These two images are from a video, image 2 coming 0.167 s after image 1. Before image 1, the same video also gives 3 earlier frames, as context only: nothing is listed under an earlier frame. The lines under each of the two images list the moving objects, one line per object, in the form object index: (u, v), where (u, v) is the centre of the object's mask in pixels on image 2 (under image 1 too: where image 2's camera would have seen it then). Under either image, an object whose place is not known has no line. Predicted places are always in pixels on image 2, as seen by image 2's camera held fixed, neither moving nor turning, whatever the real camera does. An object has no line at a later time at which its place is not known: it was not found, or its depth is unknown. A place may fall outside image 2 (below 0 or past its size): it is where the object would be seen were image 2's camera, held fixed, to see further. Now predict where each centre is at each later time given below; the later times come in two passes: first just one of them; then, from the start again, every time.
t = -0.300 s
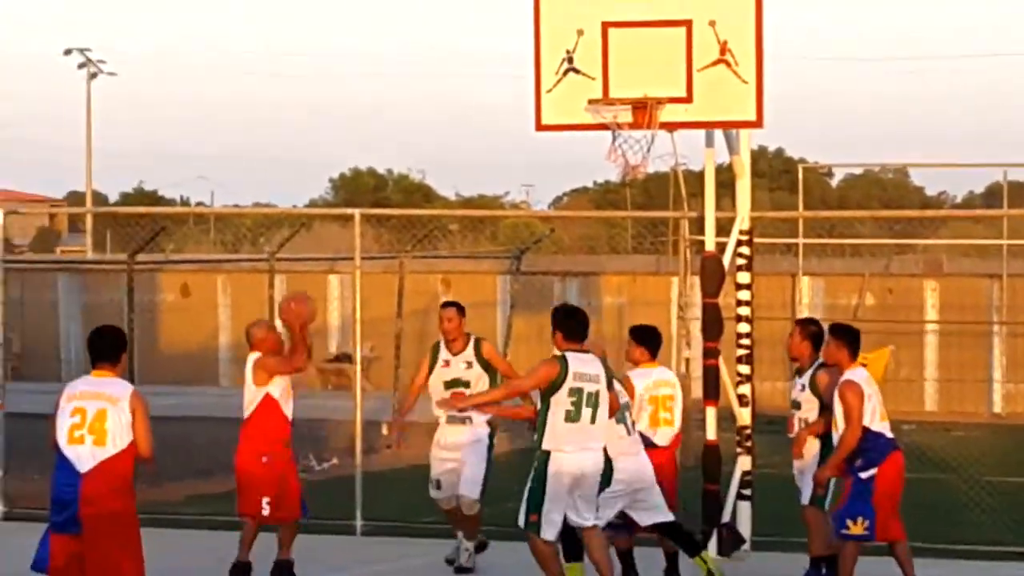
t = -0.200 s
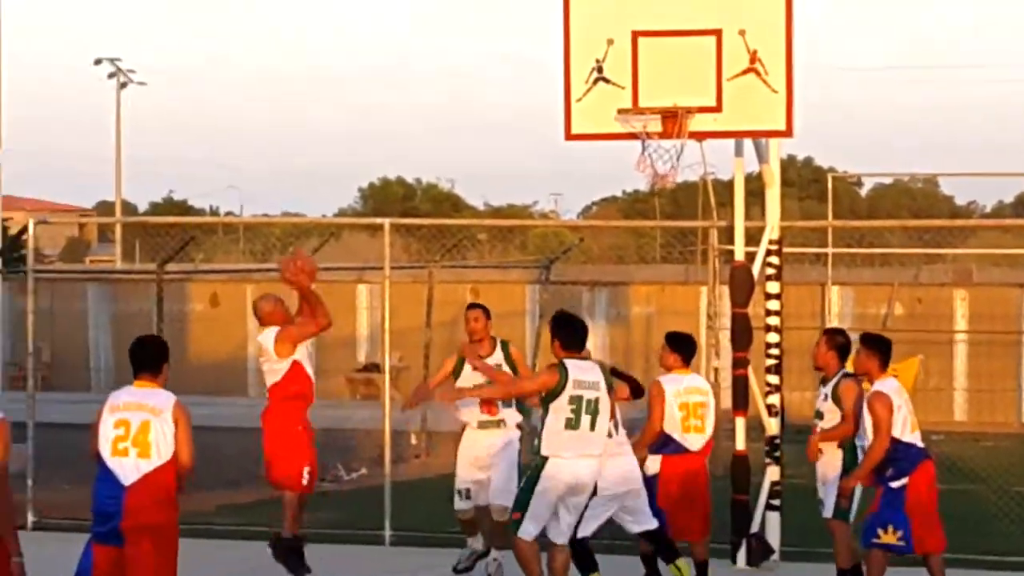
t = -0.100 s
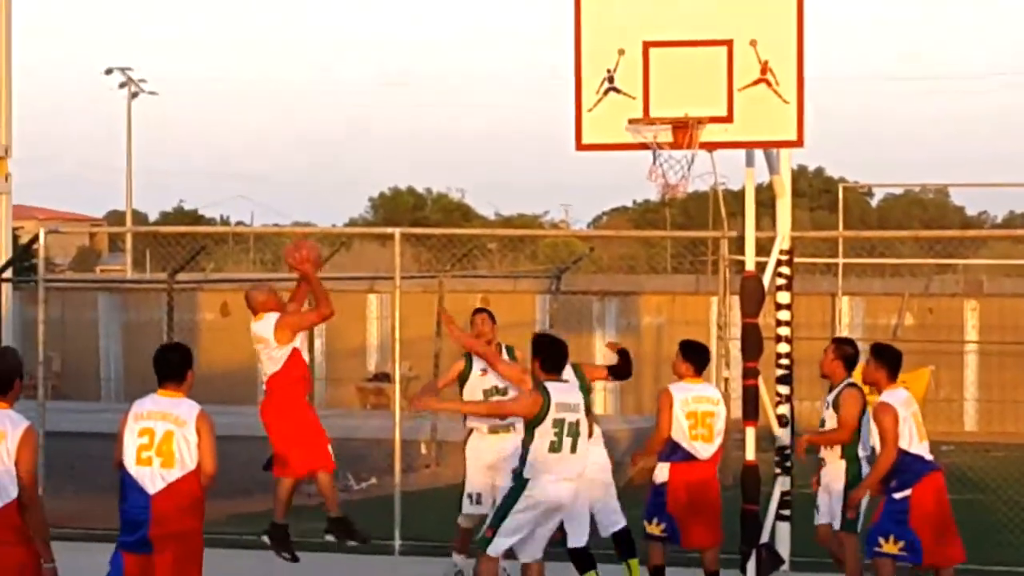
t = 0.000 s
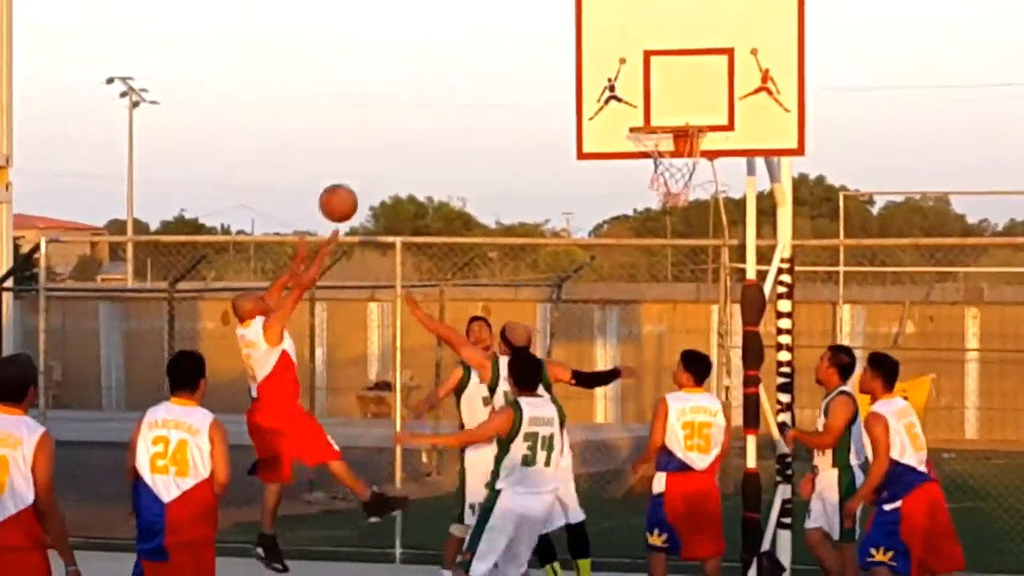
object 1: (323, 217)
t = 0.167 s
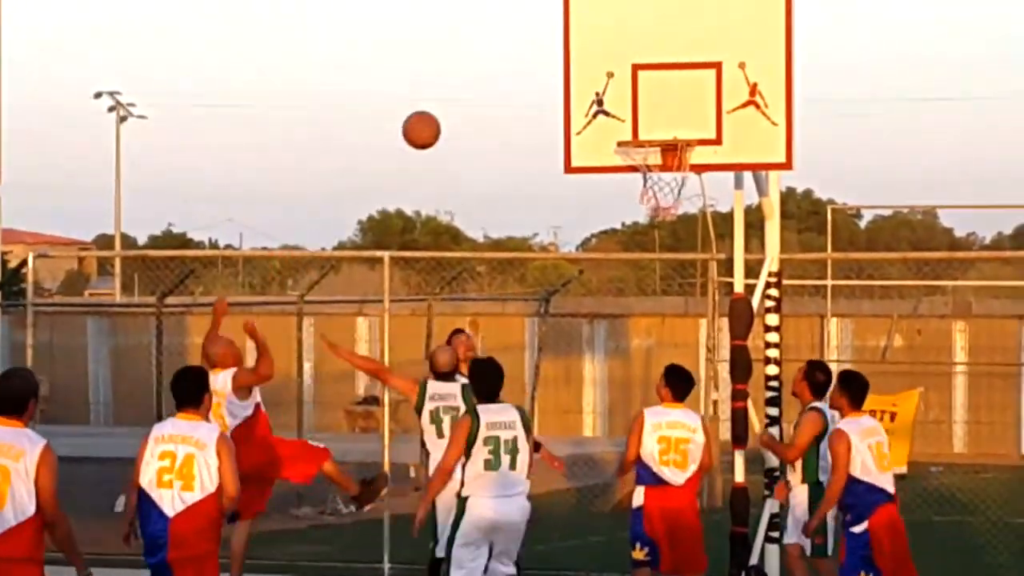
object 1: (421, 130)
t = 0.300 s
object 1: (498, 93)
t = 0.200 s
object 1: (440, 117)
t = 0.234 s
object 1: (459, 108)
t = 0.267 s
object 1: (480, 99)
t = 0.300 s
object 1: (498, 93)
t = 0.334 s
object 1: (517, 88)
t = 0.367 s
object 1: (535, 85)
